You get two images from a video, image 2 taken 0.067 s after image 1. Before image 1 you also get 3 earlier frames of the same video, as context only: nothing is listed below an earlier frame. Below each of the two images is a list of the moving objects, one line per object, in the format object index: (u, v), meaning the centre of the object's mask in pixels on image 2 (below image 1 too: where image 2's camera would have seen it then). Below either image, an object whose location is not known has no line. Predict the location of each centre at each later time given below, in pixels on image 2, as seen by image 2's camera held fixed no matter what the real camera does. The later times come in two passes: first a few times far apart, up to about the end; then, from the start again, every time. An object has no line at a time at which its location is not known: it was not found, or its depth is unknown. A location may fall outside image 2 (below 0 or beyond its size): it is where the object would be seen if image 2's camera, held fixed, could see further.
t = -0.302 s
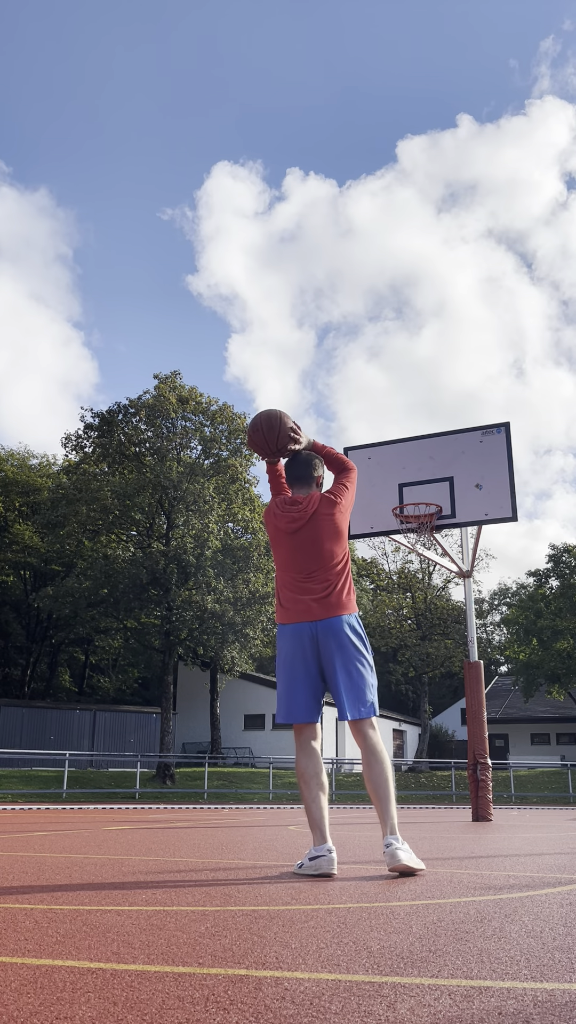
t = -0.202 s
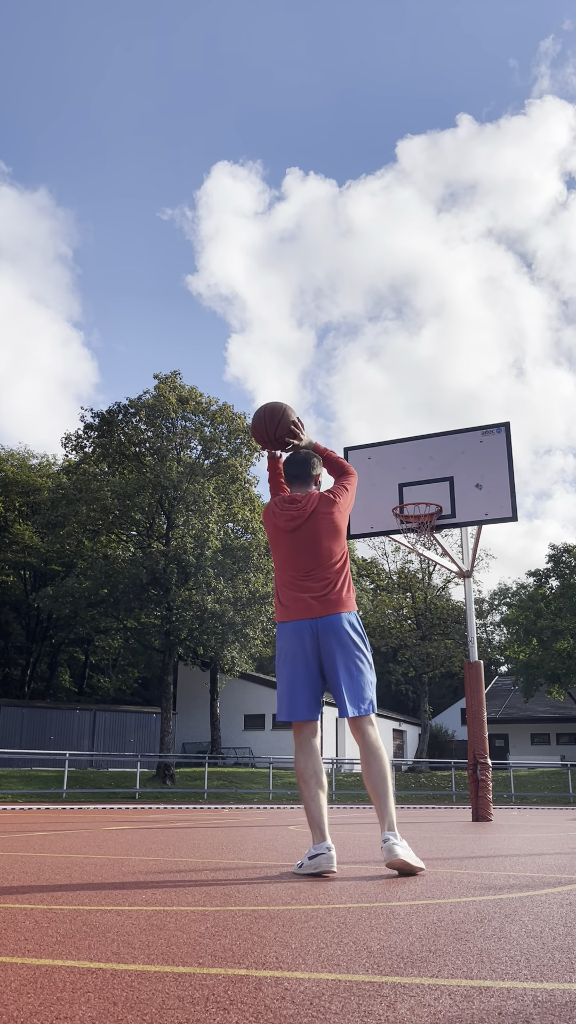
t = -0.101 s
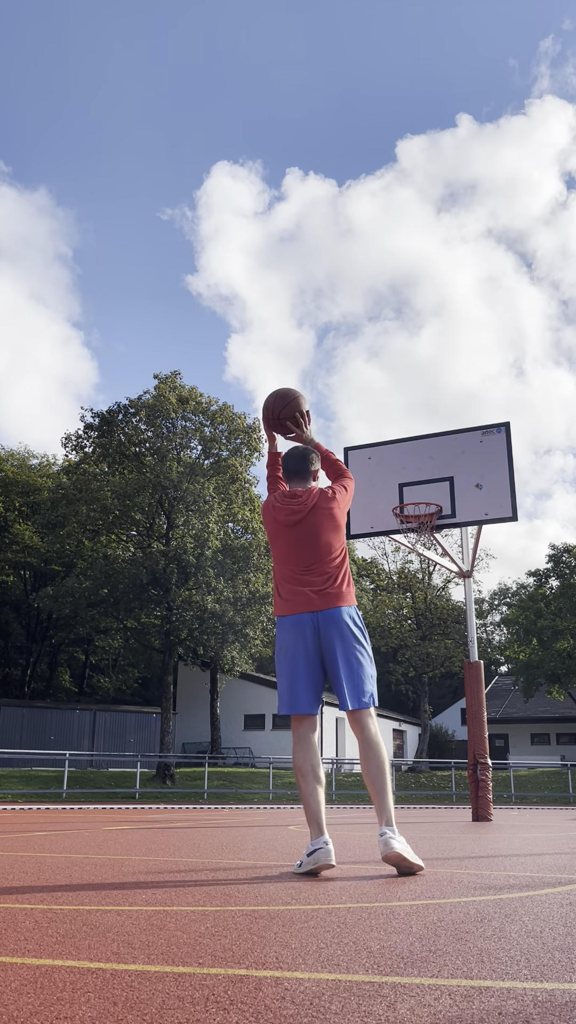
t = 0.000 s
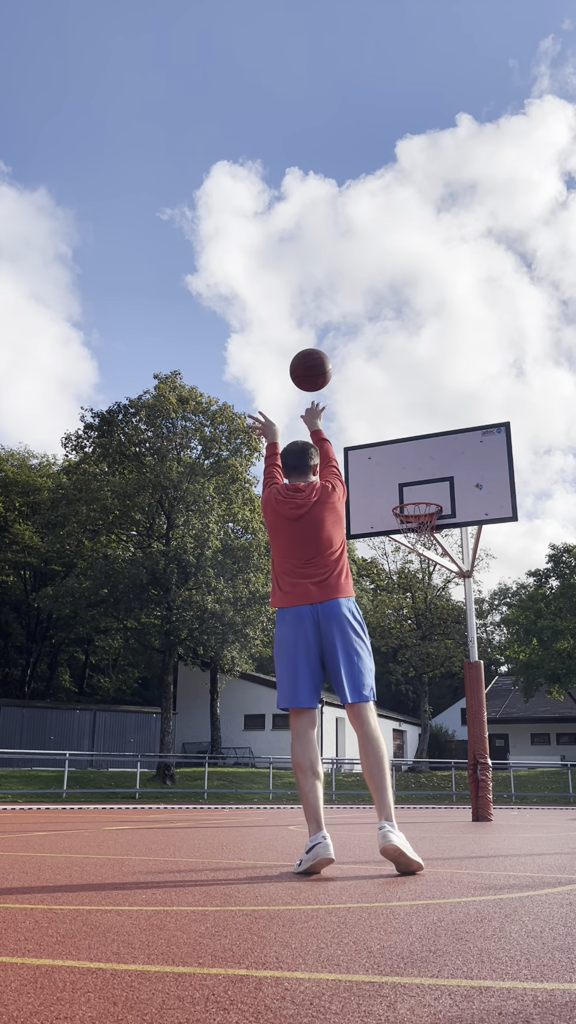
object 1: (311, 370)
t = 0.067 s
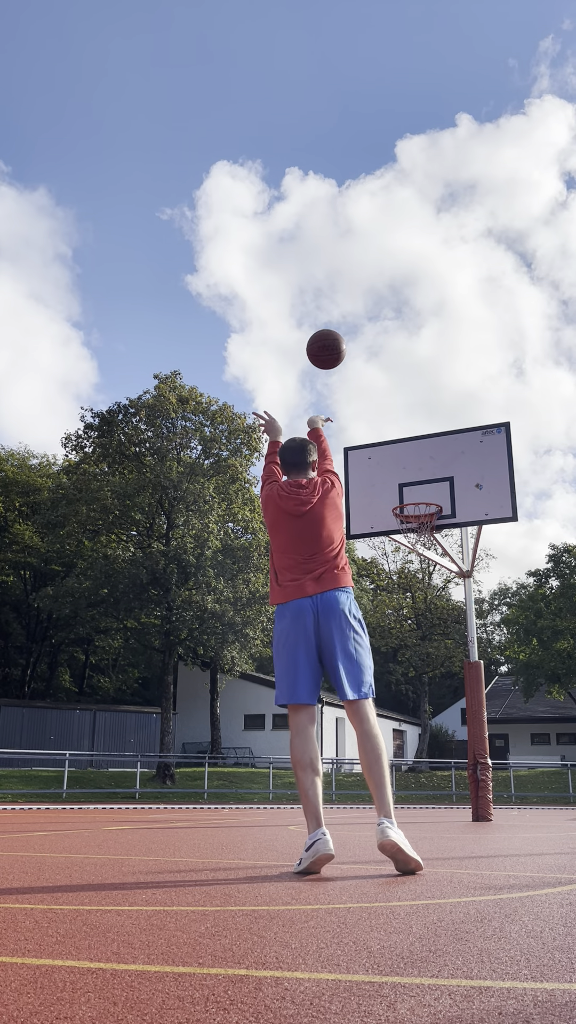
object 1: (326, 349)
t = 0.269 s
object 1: (361, 334)
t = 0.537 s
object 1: (393, 383)
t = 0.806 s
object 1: (418, 481)
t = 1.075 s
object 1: (397, 522)
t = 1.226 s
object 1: (411, 538)
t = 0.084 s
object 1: (329, 345)
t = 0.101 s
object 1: (333, 342)
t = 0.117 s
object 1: (336, 340)
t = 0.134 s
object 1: (339, 337)
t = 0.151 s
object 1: (342, 336)
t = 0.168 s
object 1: (345, 334)
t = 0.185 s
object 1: (348, 333)
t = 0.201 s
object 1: (351, 333)
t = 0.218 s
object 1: (354, 332)
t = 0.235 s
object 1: (356, 333)
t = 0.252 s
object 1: (359, 333)
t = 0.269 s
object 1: (361, 334)
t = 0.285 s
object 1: (364, 335)
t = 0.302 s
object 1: (366, 336)
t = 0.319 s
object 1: (368, 338)
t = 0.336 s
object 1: (371, 340)
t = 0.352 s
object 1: (373, 342)
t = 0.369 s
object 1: (375, 345)
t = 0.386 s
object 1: (377, 348)
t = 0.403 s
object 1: (379, 351)
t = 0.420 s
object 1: (381, 354)
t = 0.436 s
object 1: (383, 358)
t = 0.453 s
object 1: (385, 361)
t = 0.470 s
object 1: (386, 365)
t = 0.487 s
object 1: (388, 369)
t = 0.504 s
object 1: (390, 374)
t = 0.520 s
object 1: (392, 378)
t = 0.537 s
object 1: (393, 383)
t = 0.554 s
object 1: (395, 388)
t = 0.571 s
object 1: (397, 393)
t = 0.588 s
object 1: (398, 398)
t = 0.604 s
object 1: (400, 404)
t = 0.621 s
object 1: (401, 409)
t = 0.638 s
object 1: (403, 415)
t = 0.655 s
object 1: (404, 421)
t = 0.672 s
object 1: (406, 427)
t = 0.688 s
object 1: (407, 433)
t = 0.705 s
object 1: (409, 440)
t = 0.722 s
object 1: (411, 446)
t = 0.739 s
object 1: (412, 453)
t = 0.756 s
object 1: (413, 460)
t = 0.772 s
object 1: (415, 467)
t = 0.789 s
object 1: (416, 474)
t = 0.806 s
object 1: (418, 481)
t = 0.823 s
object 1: (419, 489)
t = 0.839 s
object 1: (420, 496)
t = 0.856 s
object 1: (421, 505)
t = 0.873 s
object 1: (423, 513)
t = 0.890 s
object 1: (420, 517)
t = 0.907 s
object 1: (417, 522)
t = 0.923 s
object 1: (414, 527)
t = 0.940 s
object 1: (410, 534)
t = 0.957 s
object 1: (406, 534)
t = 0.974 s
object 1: (403, 533)
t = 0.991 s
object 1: (400, 532)
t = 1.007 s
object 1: (399, 529)
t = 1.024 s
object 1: (398, 526)
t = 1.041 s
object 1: (398, 523)
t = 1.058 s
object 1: (397, 522)
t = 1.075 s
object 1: (397, 522)
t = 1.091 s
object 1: (397, 523)
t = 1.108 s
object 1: (398, 525)
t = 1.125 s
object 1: (400, 526)
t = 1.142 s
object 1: (401, 529)
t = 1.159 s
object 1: (402, 531)
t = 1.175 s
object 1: (405, 532)
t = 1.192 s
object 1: (406, 535)
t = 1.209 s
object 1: (409, 537)
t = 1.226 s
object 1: (411, 538)
